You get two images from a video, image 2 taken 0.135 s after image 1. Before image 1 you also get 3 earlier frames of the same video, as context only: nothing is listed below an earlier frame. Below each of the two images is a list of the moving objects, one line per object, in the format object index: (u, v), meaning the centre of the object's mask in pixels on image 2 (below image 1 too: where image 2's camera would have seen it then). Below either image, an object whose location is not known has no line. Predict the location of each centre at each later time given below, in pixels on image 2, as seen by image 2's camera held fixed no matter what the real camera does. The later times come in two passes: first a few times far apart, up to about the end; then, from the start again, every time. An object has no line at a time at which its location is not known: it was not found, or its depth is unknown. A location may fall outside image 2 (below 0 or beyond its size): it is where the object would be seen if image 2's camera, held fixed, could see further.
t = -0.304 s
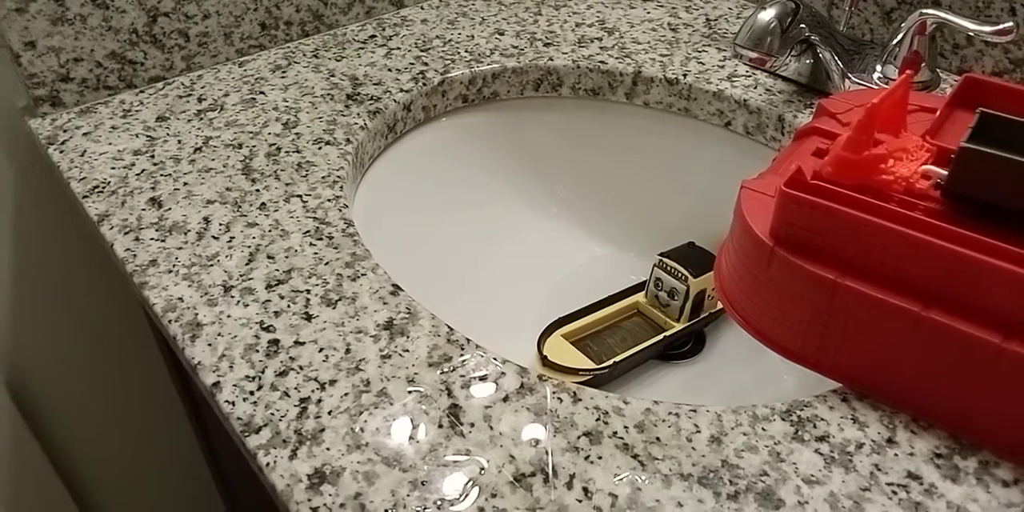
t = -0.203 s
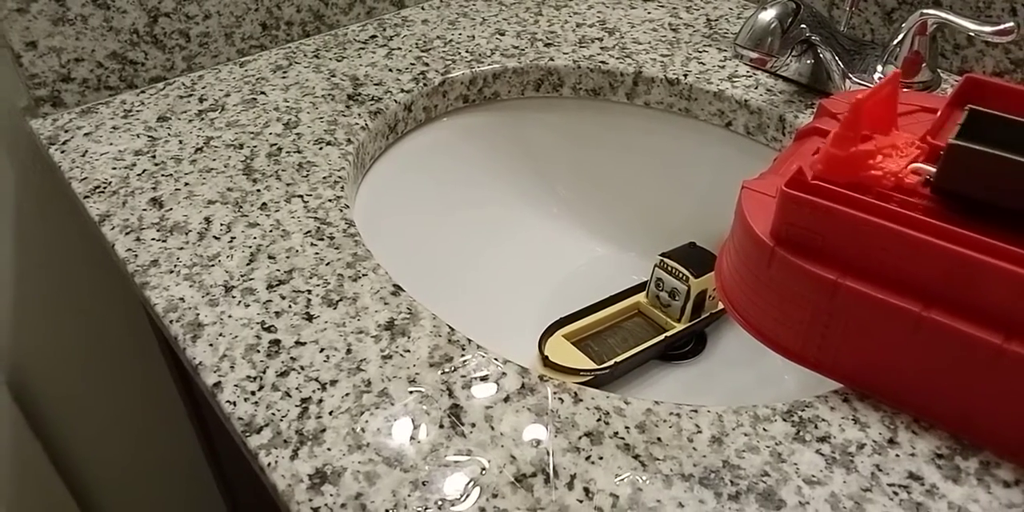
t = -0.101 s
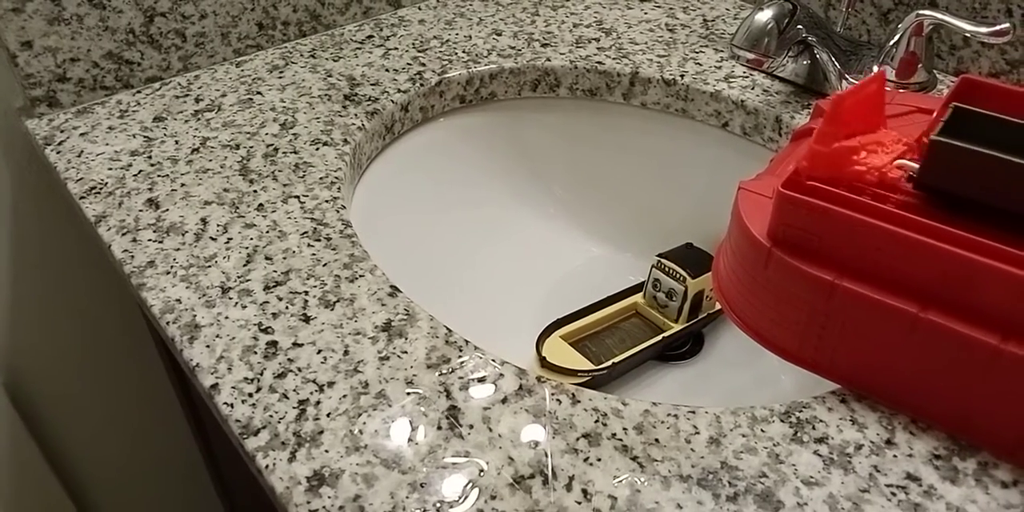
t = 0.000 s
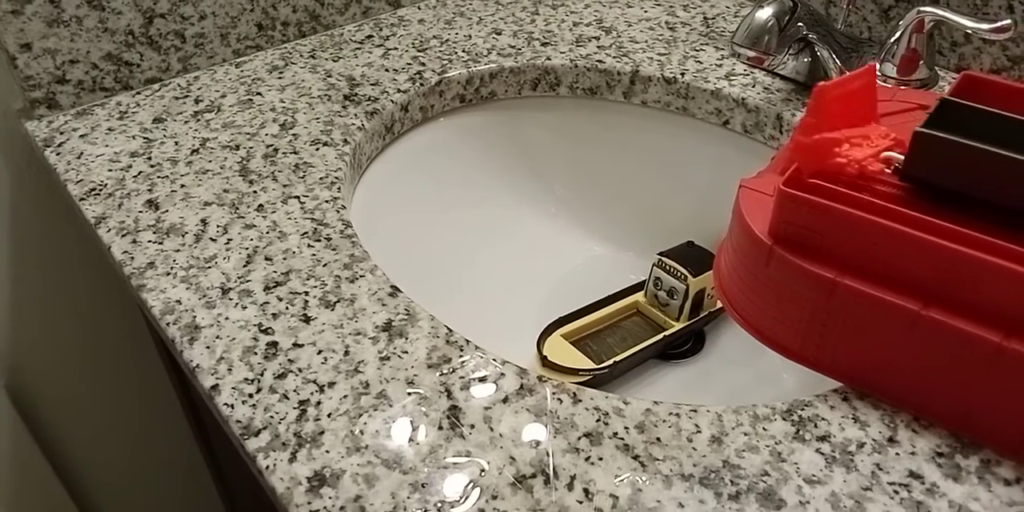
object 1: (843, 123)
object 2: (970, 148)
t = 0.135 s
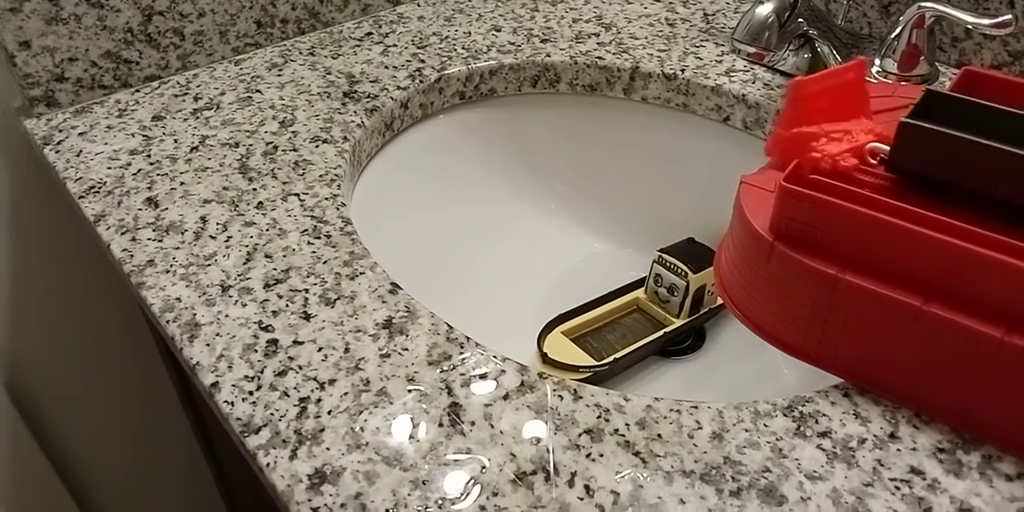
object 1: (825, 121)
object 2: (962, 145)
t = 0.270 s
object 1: (779, 123)
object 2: (948, 140)
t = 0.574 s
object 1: (638, 325)
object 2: (928, 134)
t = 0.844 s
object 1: (665, 357)
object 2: (911, 128)
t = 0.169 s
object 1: (818, 120)
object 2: (958, 144)
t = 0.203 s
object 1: (806, 118)
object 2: (954, 143)
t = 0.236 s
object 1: (792, 121)
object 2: (950, 141)
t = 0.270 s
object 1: (779, 123)
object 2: (948, 140)
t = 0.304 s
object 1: (759, 127)
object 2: (947, 140)
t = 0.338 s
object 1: (735, 143)
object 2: (946, 139)
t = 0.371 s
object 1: (713, 180)
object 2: (945, 139)
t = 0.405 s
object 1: (695, 230)
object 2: (943, 138)
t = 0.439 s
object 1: (677, 290)
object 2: (941, 137)
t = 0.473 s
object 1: (654, 307)
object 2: (937, 137)
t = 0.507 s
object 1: (644, 299)
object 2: (934, 136)
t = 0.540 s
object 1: (641, 308)
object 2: (931, 135)
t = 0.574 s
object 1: (638, 325)
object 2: (928, 134)
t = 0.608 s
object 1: (636, 329)
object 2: (926, 134)
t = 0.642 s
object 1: (640, 327)
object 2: (926, 134)
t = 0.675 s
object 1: (645, 329)
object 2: (926, 134)
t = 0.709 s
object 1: (648, 337)
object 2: (924, 133)
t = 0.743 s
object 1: (655, 344)
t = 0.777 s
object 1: (657, 353)
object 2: (918, 132)
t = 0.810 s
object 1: (660, 355)
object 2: (915, 131)
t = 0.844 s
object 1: (665, 357)
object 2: (911, 128)
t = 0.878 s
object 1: (669, 357)
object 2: (906, 126)
